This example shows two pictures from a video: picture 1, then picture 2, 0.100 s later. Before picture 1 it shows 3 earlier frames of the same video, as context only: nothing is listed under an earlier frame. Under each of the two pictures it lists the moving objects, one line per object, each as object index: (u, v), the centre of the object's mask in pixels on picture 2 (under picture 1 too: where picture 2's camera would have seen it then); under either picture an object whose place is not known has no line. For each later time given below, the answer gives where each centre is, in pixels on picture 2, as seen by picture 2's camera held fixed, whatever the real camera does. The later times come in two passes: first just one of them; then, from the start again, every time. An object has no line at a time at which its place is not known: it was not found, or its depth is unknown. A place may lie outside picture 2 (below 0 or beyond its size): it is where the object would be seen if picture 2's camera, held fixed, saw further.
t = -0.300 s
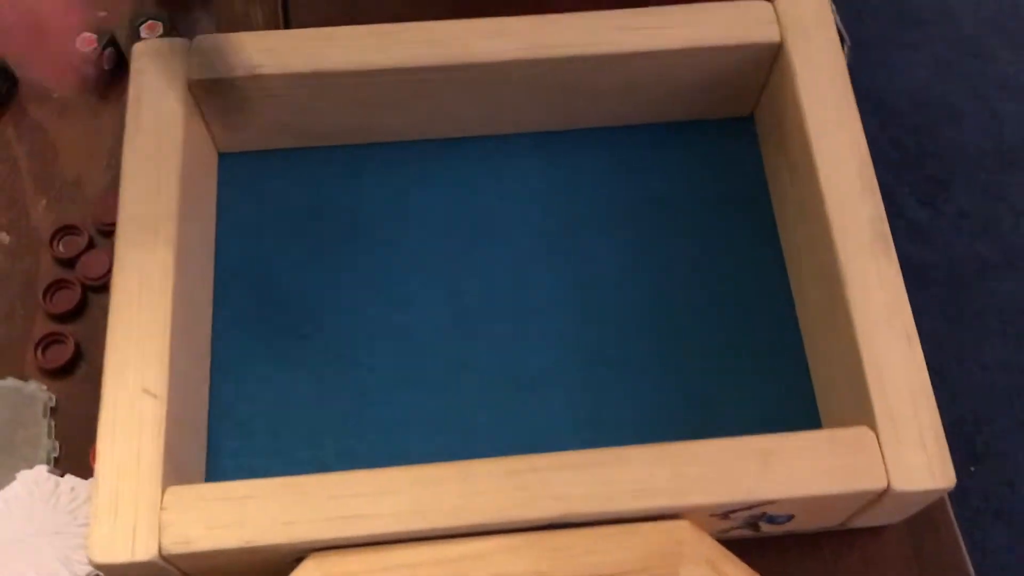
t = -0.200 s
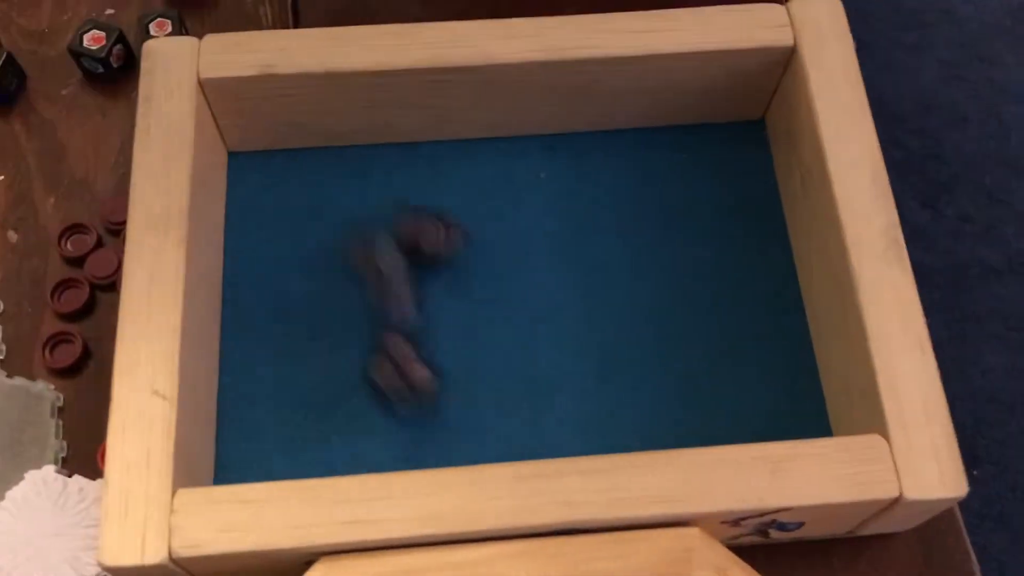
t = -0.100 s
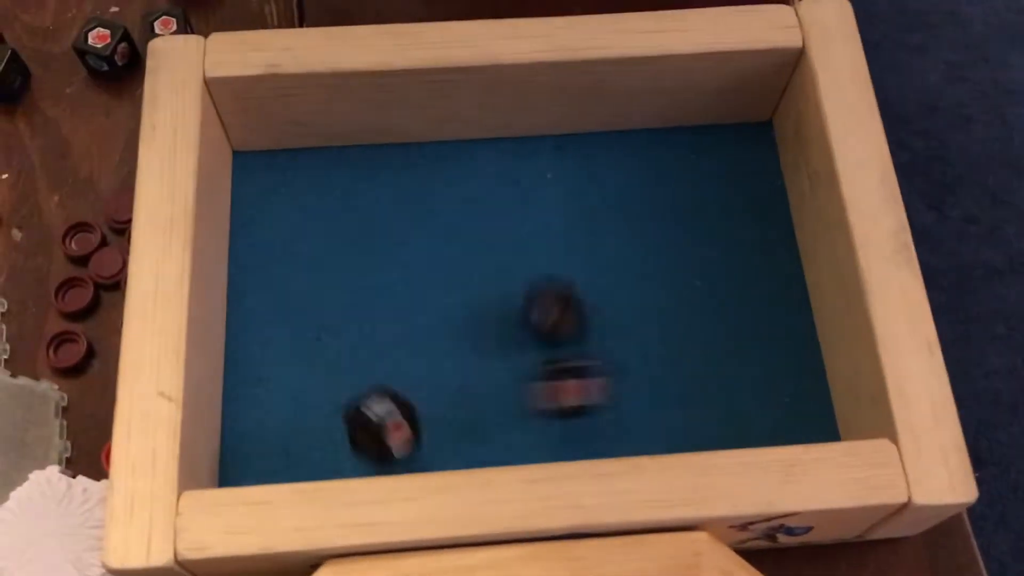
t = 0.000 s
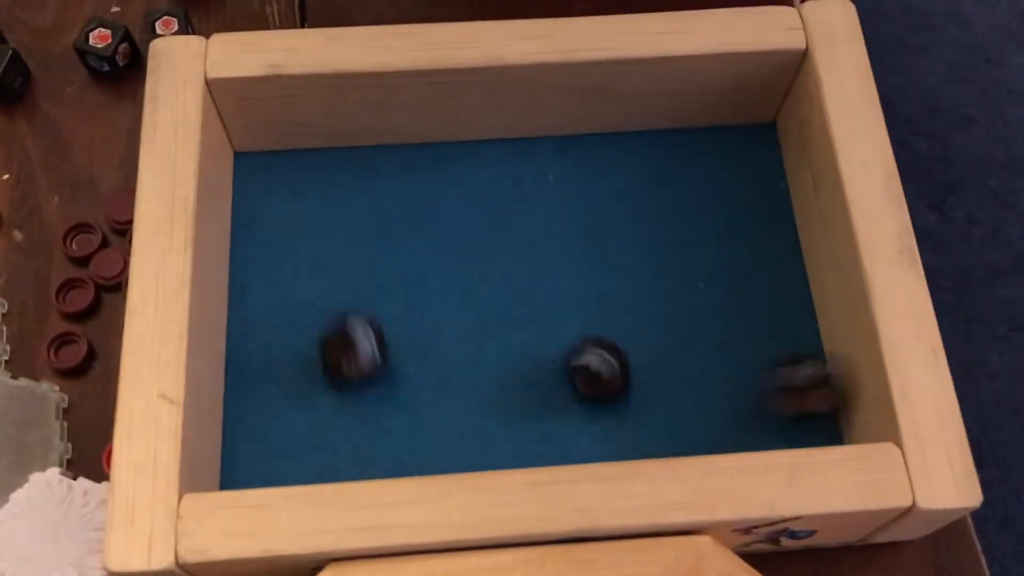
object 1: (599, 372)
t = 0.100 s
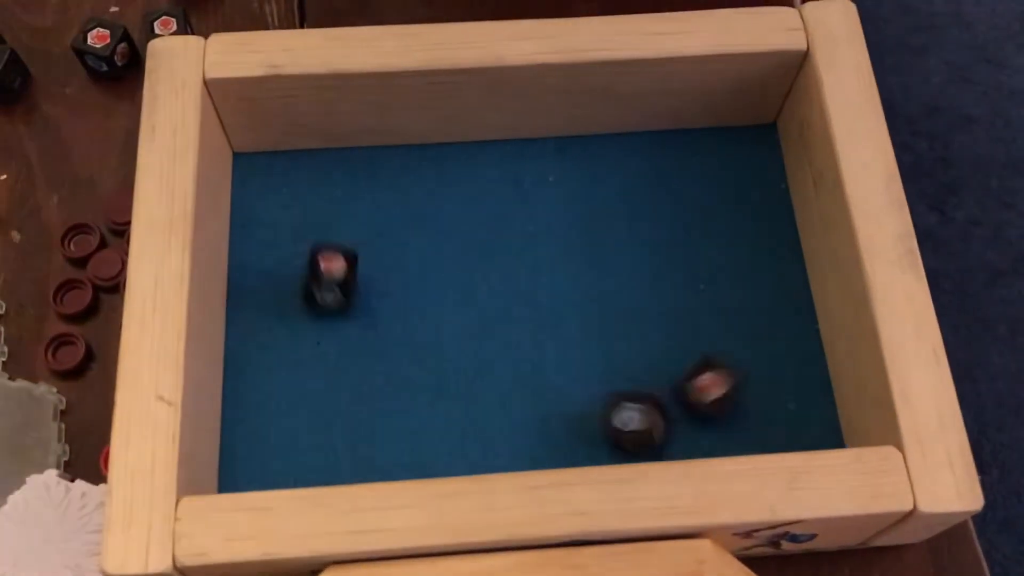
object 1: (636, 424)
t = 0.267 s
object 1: (640, 444)
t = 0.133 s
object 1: (646, 436)
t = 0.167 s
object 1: (645, 444)
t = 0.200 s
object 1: (642, 443)
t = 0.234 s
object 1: (640, 444)
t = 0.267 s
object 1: (640, 444)
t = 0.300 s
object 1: (640, 444)
